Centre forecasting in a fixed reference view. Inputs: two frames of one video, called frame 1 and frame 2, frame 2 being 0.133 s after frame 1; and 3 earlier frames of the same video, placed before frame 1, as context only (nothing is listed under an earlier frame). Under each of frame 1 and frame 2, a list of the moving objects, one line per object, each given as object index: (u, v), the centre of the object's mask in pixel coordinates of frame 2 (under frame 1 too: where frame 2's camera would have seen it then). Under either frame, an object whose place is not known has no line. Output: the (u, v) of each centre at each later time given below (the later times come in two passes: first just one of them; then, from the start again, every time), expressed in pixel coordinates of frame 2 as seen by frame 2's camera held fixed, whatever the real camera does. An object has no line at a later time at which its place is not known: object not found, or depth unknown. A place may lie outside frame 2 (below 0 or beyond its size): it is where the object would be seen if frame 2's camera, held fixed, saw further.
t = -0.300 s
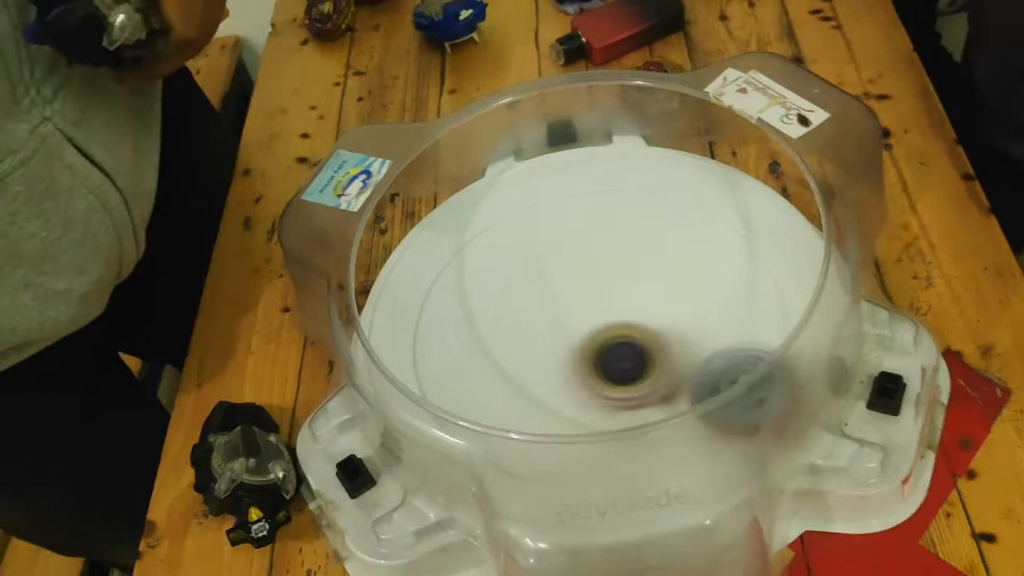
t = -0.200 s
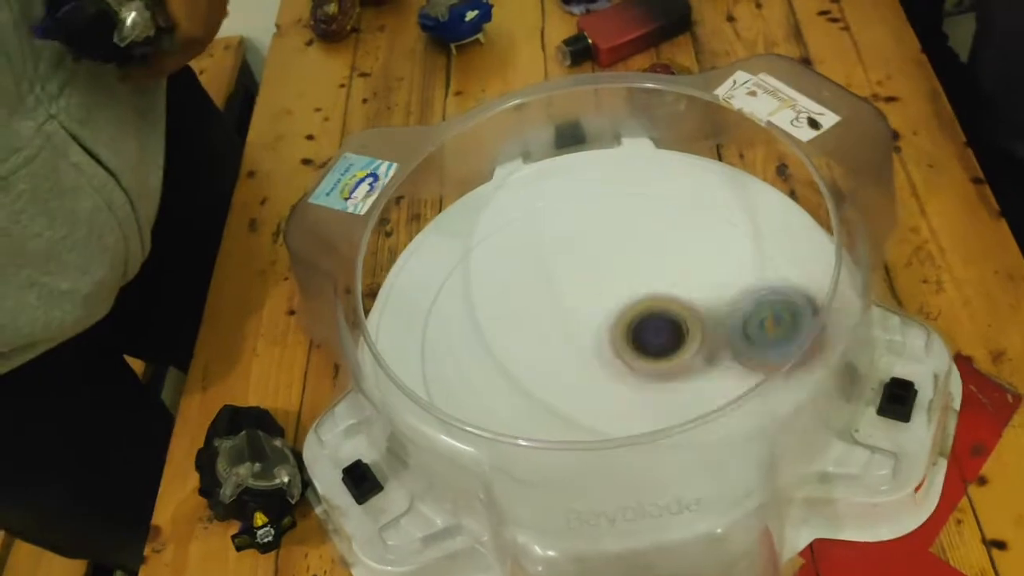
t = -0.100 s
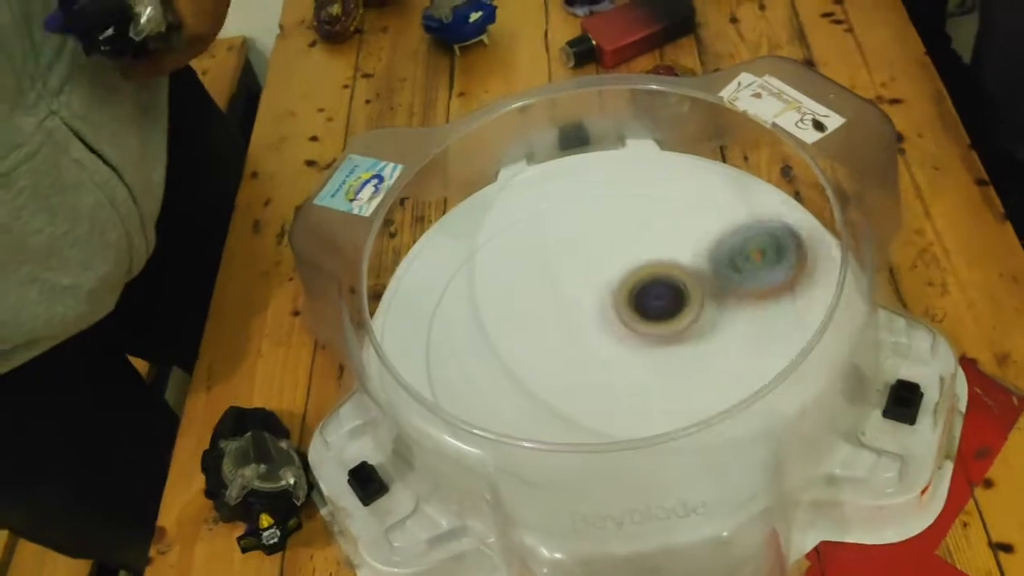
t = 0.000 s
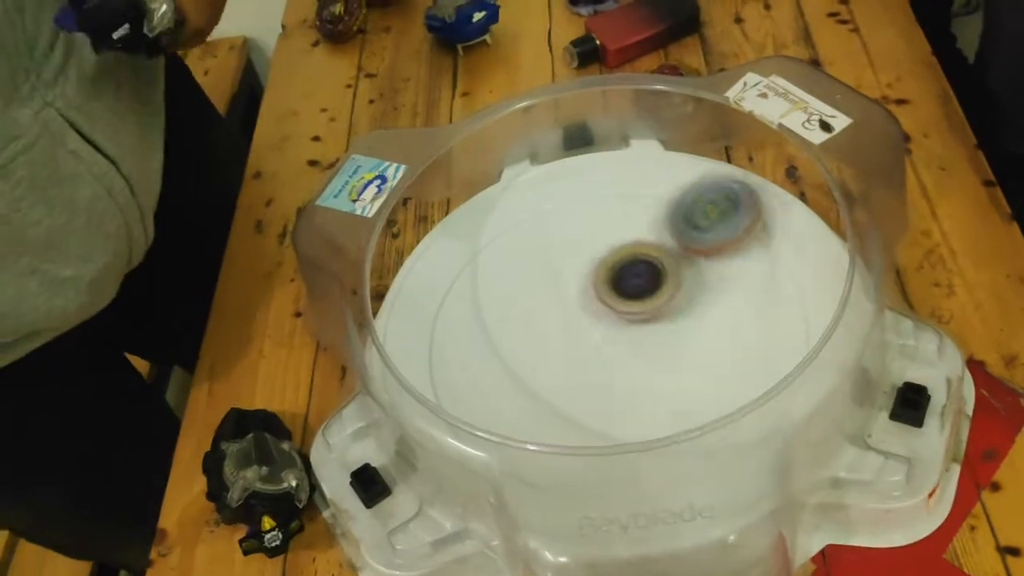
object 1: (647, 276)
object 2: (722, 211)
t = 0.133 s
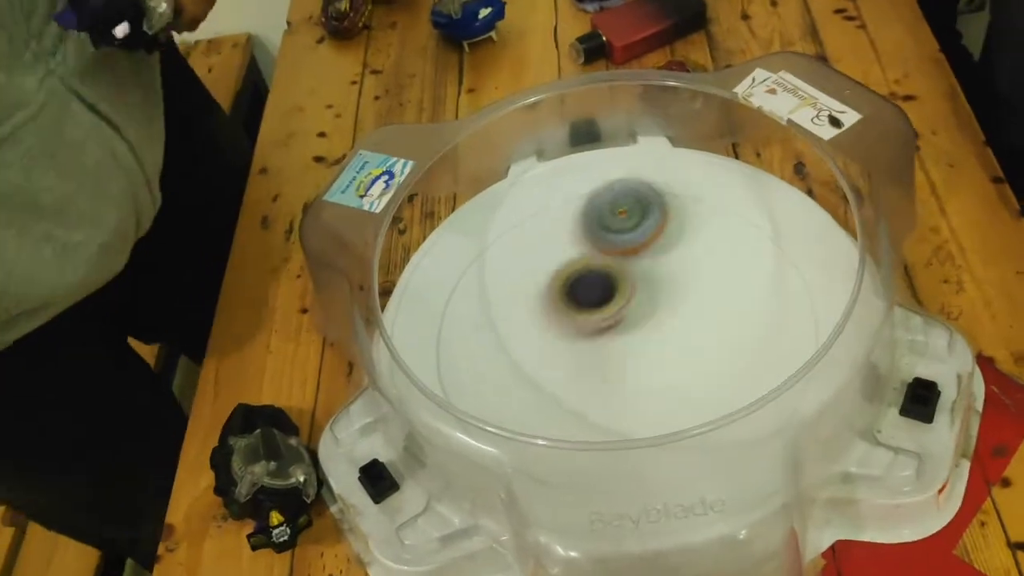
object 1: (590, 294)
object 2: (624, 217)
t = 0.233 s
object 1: (544, 351)
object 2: (583, 243)
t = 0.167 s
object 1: (571, 315)
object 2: (610, 219)
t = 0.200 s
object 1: (555, 335)
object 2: (595, 228)
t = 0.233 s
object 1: (544, 351)
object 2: (583, 243)
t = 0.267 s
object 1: (536, 367)
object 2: (573, 264)
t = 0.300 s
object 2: (569, 286)
